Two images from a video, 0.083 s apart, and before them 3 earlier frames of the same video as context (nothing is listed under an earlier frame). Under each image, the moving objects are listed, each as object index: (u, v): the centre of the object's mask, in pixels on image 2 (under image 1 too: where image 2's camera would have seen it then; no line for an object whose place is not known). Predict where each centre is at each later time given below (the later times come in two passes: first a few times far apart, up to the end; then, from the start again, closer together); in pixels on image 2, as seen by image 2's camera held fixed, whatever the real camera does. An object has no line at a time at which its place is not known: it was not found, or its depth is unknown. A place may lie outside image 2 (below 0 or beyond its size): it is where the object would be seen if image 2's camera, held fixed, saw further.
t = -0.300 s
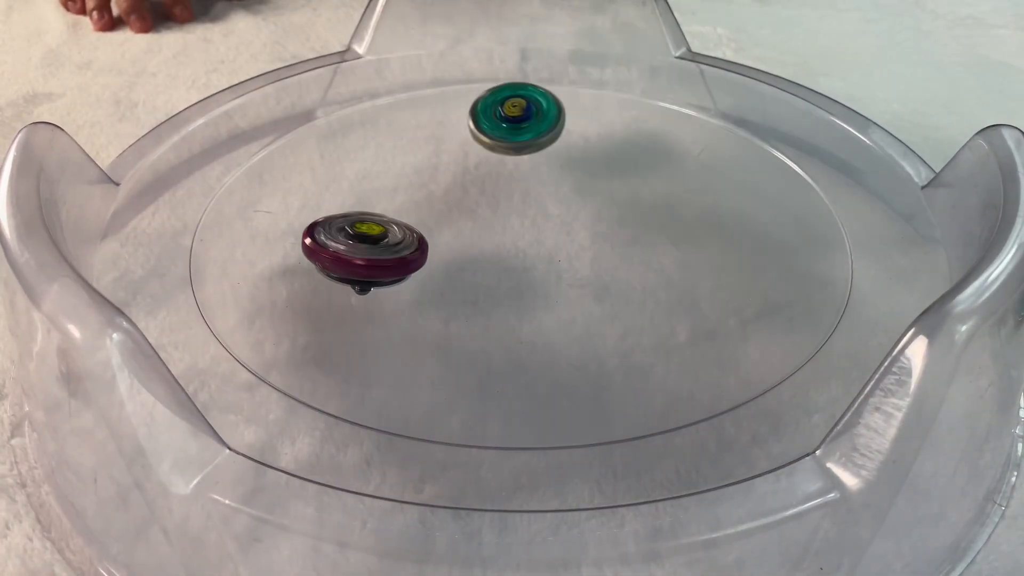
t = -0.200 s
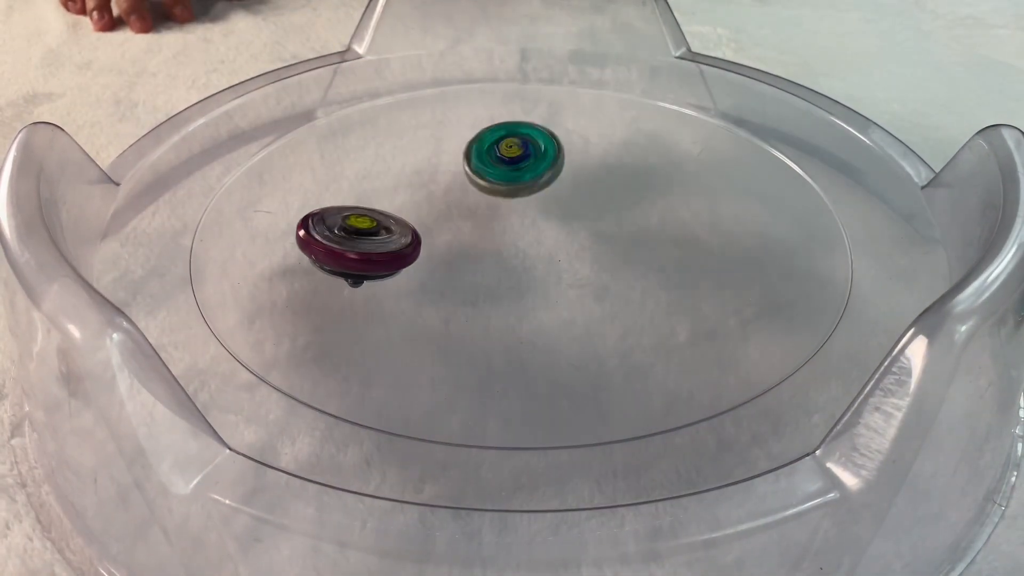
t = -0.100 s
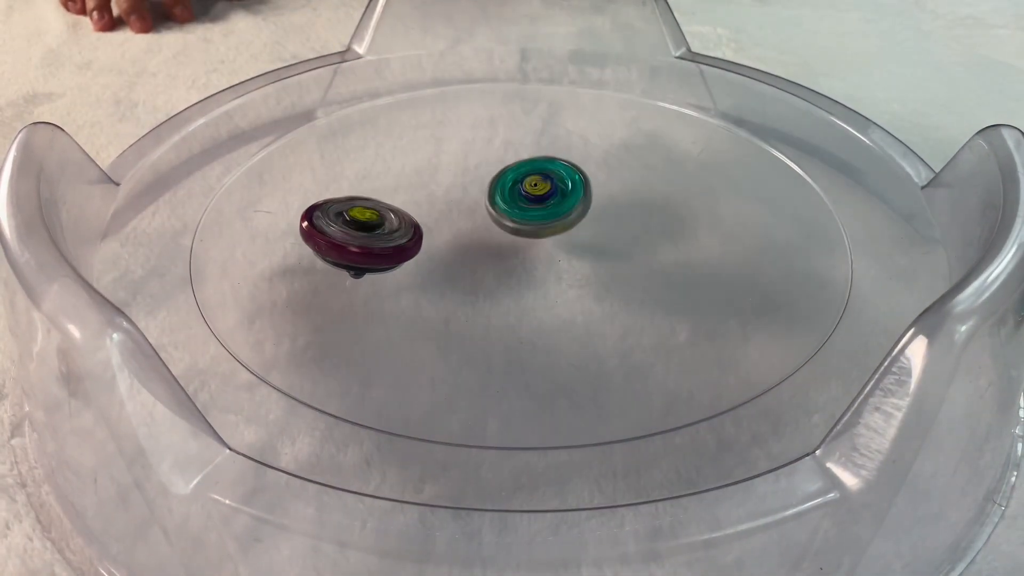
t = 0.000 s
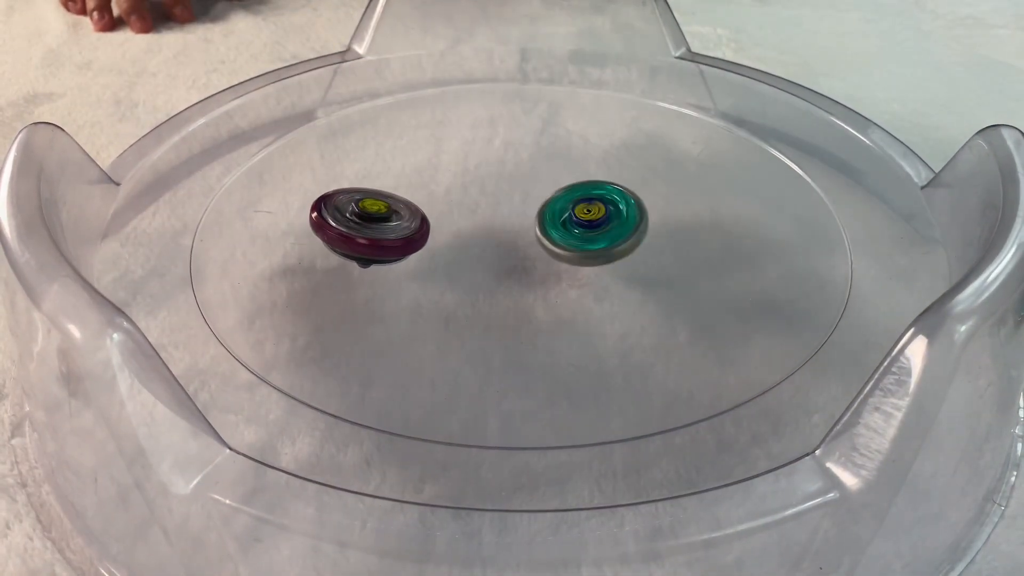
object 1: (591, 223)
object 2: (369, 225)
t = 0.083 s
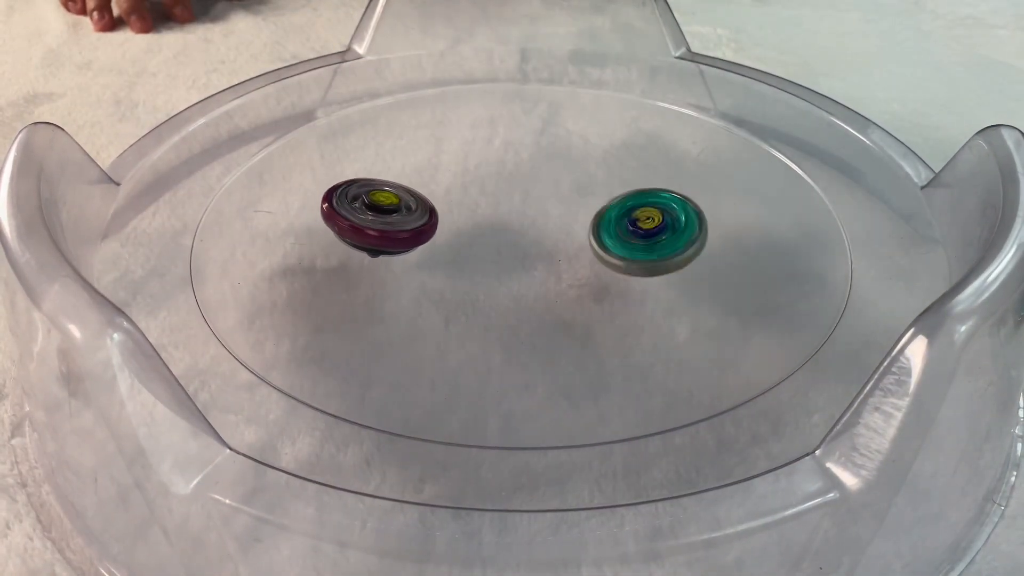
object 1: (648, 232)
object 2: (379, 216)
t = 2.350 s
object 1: (379, 234)
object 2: (645, 253)
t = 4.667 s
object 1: (653, 201)
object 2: (511, 157)
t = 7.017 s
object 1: (329, 193)
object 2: (603, 229)
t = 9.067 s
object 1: (747, 195)
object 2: (559, 298)
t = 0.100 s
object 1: (660, 233)
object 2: (381, 214)
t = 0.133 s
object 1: (683, 232)
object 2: (386, 210)
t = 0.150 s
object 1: (694, 231)
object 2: (388, 208)
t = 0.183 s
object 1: (715, 228)
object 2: (393, 204)
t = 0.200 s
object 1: (725, 225)
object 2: (396, 202)
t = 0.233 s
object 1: (742, 220)
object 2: (400, 198)
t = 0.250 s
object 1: (750, 217)
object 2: (403, 196)
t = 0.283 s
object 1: (763, 209)
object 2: (407, 191)
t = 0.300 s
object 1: (767, 206)
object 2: (409, 189)
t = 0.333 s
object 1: (775, 200)
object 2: (413, 185)
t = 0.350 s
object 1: (777, 198)
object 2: (414, 183)
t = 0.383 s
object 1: (781, 193)
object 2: (418, 178)
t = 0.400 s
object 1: (782, 191)
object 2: (419, 176)
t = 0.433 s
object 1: (783, 188)
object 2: (422, 172)
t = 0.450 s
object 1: (782, 186)
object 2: (424, 170)
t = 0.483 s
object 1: (780, 184)
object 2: (428, 166)
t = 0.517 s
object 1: (776, 183)
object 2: (431, 162)
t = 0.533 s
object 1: (773, 183)
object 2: (433, 161)
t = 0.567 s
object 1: (766, 183)
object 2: (437, 158)
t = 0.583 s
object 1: (762, 183)
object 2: (439, 156)
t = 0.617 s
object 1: (753, 184)
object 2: (443, 154)
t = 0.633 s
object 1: (748, 184)
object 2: (445, 153)
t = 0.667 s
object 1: (736, 186)
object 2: (449, 150)
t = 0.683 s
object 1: (730, 187)
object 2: (451, 149)
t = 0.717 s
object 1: (716, 189)
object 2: (455, 148)
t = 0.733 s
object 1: (709, 190)
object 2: (457, 147)
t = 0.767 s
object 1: (694, 194)
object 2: (462, 146)
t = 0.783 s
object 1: (686, 196)
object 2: (464, 145)
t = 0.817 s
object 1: (670, 202)
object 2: (469, 144)
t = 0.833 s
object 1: (662, 204)
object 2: (472, 144)
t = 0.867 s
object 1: (646, 210)
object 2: (477, 144)
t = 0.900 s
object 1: (631, 217)
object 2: (483, 145)
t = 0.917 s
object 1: (624, 221)
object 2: (486, 145)
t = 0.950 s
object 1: (610, 228)
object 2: (492, 145)
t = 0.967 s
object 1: (604, 232)
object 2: (495, 146)
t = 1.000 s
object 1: (591, 241)
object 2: (502, 146)
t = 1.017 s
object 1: (586, 245)
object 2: (506, 146)
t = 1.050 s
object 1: (575, 253)
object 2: (513, 147)
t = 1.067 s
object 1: (570, 257)
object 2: (517, 148)
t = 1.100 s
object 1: (561, 265)
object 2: (524, 149)
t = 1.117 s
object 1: (557, 269)
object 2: (528, 149)
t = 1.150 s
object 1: (551, 278)
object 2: (536, 150)
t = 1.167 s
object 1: (548, 281)
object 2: (539, 151)
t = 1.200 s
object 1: (544, 289)
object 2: (547, 152)
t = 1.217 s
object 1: (542, 292)
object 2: (551, 152)
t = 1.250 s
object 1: (540, 299)
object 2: (559, 153)
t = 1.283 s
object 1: (539, 305)
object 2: (567, 155)
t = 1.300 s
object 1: (539, 308)
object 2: (570, 155)
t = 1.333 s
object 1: (540, 313)
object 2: (578, 156)
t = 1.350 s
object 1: (541, 315)
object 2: (581, 157)
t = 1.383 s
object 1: (543, 319)
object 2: (588, 158)
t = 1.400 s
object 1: (544, 320)
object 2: (592, 159)
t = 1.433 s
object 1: (547, 323)
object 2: (598, 161)
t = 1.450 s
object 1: (548, 324)
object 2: (602, 161)
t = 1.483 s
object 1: (551, 324)
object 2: (608, 163)
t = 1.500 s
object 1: (552, 324)
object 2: (611, 164)
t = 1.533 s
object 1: (554, 324)
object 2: (617, 166)
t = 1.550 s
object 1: (555, 323)
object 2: (620, 167)
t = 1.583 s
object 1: (556, 321)
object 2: (625, 169)
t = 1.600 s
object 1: (557, 320)
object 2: (628, 170)
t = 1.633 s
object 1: (557, 317)
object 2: (632, 173)
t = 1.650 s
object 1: (556, 315)
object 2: (635, 174)
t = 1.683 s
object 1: (554, 312)
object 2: (639, 177)
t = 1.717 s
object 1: (551, 307)
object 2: (642, 180)
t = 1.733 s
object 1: (549, 305)
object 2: (644, 181)
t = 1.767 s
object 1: (544, 300)
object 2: (647, 184)
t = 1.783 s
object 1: (541, 298)
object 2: (648, 186)
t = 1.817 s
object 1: (534, 293)
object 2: (651, 189)
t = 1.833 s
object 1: (531, 291)
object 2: (652, 190)
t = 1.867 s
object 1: (523, 286)
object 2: (653, 194)
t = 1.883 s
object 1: (518, 283)
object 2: (654, 196)
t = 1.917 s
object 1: (508, 279)
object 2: (656, 200)
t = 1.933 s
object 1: (503, 277)
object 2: (656, 202)
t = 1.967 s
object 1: (494, 272)
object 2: (657, 205)
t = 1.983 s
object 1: (489, 270)
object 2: (658, 207)
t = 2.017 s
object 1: (478, 266)
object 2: (658, 211)
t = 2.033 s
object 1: (473, 264)
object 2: (658, 213)
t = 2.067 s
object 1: (462, 259)
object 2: (658, 217)
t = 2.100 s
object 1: (451, 255)
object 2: (657, 221)
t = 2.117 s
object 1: (446, 254)
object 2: (657, 224)
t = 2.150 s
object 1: (435, 250)
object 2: (655, 228)
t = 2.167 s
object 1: (430, 248)
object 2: (654, 230)
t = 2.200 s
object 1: (419, 245)
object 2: (653, 235)
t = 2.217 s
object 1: (414, 243)
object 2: (652, 237)
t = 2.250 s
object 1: (404, 240)
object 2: (651, 241)
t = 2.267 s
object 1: (400, 239)
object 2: (650, 243)
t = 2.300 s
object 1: (391, 237)
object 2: (648, 247)
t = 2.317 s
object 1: (386, 236)
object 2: (647, 249)
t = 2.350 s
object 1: (379, 234)
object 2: (645, 253)
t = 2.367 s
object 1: (375, 233)
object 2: (644, 255)
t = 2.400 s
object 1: (370, 231)
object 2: (641, 259)
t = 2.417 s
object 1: (367, 230)
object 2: (639, 261)
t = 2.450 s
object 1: (363, 229)
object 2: (636, 264)
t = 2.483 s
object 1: (360, 228)
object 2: (632, 267)
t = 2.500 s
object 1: (359, 227)
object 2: (630, 268)
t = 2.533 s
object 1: (358, 226)
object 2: (625, 271)
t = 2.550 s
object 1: (358, 225)
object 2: (623, 273)
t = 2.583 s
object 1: (359, 225)
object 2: (617, 275)
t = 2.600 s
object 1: (360, 224)
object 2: (615, 277)
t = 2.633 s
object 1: (363, 223)
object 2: (609, 279)
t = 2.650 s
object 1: (365, 223)
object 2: (606, 279)
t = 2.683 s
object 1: (369, 222)
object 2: (600, 281)
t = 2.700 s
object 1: (371, 221)
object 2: (596, 282)
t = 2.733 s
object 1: (377, 220)
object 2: (590, 284)
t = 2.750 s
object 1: (380, 219)
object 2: (587, 284)
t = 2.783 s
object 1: (385, 217)
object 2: (580, 285)
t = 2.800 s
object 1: (389, 216)
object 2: (576, 285)
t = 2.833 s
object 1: (395, 214)
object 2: (568, 286)
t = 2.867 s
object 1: (402, 212)
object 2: (561, 286)
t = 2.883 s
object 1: (406, 210)
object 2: (556, 286)
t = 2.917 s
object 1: (412, 207)
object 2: (548, 286)
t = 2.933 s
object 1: (416, 205)
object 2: (544, 286)
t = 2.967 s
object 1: (422, 202)
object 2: (536, 285)
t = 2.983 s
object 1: (425, 200)
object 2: (532, 285)
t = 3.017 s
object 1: (431, 197)
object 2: (524, 285)
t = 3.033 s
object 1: (434, 195)
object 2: (519, 284)
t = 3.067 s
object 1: (440, 191)
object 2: (511, 283)
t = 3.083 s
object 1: (442, 189)
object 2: (507, 282)
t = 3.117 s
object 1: (447, 184)
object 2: (498, 281)
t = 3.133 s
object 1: (450, 182)
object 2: (494, 281)
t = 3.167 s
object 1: (454, 178)
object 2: (485, 279)
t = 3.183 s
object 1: (457, 176)
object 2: (481, 278)
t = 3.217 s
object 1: (461, 172)
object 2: (473, 276)
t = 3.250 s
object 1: (465, 168)
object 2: (465, 274)
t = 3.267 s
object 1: (467, 167)
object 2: (462, 273)
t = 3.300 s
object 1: (471, 163)
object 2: (455, 270)
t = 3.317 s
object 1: (473, 162)
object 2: (451, 268)
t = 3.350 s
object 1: (476, 158)
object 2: (444, 266)
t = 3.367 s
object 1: (478, 157)
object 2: (441, 265)
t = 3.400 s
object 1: (481, 155)
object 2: (435, 262)
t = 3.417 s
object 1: (483, 153)
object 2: (432, 261)
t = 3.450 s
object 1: (487, 151)
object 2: (427, 258)
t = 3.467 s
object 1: (489, 151)
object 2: (424, 256)
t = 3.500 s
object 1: (492, 149)
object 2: (420, 254)
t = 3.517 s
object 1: (494, 149)
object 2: (418, 252)
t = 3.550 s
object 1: (498, 148)
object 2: (414, 249)
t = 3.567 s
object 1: (500, 147)
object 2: (412, 247)
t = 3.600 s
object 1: (504, 147)
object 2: (408, 244)
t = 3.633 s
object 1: (508, 147)
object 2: (405, 241)
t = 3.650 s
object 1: (510, 147)
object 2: (404, 240)
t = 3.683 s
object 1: (514, 147)
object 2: (402, 237)
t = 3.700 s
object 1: (516, 148)
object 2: (401, 236)
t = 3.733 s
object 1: (521, 148)
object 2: (400, 233)
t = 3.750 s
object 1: (523, 149)
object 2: (400, 231)
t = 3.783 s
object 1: (528, 150)
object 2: (400, 229)
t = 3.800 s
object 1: (531, 150)
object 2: (400, 227)
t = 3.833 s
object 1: (536, 151)
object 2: (401, 225)
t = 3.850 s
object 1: (538, 152)
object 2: (402, 223)
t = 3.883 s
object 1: (543, 154)
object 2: (404, 221)
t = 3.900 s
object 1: (546, 154)
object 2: (405, 220)
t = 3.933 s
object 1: (551, 156)
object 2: (409, 217)
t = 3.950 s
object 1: (554, 157)
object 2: (410, 215)
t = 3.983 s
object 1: (559, 159)
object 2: (414, 213)
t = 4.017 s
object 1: (565, 161)
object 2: (418, 210)
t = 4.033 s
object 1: (568, 162)
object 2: (420, 208)
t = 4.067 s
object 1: (574, 163)
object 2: (424, 205)
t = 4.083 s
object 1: (576, 164)
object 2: (426, 204)
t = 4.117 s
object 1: (582, 166)
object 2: (431, 201)
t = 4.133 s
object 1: (585, 167)
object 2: (433, 199)
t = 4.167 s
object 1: (591, 168)
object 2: (438, 196)
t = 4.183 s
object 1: (594, 169)
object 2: (441, 194)
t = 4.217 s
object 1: (600, 171)
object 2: (446, 191)
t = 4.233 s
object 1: (602, 172)
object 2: (449, 189)
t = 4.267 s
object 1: (608, 174)
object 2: (454, 186)
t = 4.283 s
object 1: (610, 175)
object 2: (457, 184)
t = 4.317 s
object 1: (616, 177)
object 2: (462, 181)
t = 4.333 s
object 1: (618, 178)
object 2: (464, 180)
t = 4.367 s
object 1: (623, 180)
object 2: (469, 177)
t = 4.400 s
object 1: (628, 182)
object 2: (474, 174)
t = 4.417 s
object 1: (630, 183)
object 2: (477, 172)
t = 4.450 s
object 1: (634, 185)
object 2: (482, 170)
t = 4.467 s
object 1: (636, 186)
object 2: (484, 168)
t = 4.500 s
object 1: (640, 189)
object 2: (489, 166)
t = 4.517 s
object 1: (641, 190)
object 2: (491, 165)
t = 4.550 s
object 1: (645, 192)
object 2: (496, 163)
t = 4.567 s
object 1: (646, 193)
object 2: (498, 162)
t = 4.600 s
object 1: (649, 196)
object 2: (503, 160)
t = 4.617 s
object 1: (650, 197)
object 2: (505, 159)
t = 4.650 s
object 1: (652, 200)
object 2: (509, 158)
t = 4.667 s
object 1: (653, 201)
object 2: (511, 157)
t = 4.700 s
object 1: (653, 204)
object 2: (516, 156)
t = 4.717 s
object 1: (654, 206)
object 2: (518, 156)
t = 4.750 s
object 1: (654, 209)
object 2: (522, 156)
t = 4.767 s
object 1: (654, 210)
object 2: (524, 156)
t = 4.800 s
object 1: (655, 213)
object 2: (528, 156)
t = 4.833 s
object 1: (655, 216)
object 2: (532, 157)
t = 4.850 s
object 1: (654, 218)
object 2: (534, 157)
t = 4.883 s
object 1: (653, 222)
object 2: (538, 158)
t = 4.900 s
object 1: (652, 224)
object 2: (540, 159)
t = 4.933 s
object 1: (651, 227)
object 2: (545, 160)
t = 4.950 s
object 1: (649, 229)
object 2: (547, 161)
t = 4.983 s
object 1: (647, 232)
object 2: (551, 163)
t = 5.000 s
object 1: (645, 234)
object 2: (553, 164)
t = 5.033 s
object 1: (642, 238)
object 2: (558, 166)
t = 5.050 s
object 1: (641, 240)
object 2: (561, 167)
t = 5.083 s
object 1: (638, 243)
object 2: (566, 170)
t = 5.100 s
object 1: (636, 245)
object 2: (568, 171)
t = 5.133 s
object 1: (633, 249)
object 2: (573, 174)
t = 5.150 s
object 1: (631, 251)
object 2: (576, 175)
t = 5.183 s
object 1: (628, 254)
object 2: (581, 178)
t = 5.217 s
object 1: (625, 258)
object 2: (586, 181)
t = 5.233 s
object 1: (624, 260)
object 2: (589, 183)
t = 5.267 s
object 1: (621, 263)
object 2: (594, 186)
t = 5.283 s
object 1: (619, 265)
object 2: (597, 187)
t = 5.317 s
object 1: (616, 268)
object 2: (602, 190)
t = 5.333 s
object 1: (614, 269)
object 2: (605, 191)
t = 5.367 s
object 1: (610, 272)
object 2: (610, 194)
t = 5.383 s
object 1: (608, 273)
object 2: (612, 195)
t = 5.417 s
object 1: (604, 276)
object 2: (617, 198)
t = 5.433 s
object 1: (601, 277)
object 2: (620, 199)
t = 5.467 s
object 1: (597, 279)
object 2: (624, 202)
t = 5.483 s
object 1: (594, 280)
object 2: (626, 203)
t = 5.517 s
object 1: (589, 281)
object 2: (630, 206)
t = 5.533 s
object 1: (586, 282)
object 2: (632, 207)
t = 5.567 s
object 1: (581, 283)
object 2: (635, 210)
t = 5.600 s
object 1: (575, 284)
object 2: (638, 213)
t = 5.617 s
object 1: (572, 284)
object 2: (639, 214)
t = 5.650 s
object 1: (566, 284)
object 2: (641, 217)
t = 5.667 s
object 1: (563, 285)
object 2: (642, 218)
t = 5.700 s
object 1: (557, 285)
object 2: (643, 221)
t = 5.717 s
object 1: (553, 285)
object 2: (643, 222)
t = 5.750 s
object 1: (547, 285)
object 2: (643, 225)
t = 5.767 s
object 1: (543, 285)
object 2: (643, 226)
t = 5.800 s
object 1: (536, 284)
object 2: (642, 229)
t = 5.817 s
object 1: (533, 284)
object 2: (641, 230)
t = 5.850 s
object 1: (526, 284)
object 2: (639, 233)
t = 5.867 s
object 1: (523, 284)
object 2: (637, 234)
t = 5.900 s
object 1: (516, 283)
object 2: (635, 236)
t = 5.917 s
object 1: (512, 282)
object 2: (633, 238)
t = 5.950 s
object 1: (505, 281)
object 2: (630, 240)
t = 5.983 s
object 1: (498, 280)
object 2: (626, 243)
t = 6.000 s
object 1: (495, 279)
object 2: (624, 244)
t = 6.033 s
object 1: (488, 278)
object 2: (619, 246)
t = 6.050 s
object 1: (484, 277)
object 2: (617, 248)
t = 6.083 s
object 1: (477, 275)
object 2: (611, 250)
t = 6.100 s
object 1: (474, 274)
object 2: (608, 251)
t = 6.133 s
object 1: (467, 272)
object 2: (602, 253)
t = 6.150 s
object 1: (464, 271)
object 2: (598, 255)
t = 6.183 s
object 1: (457, 269)
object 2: (592, 257)
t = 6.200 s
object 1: (454, 268)
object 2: (588, 258)
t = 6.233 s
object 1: (447, 266)
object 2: (581, 260)
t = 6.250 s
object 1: (444, 265)
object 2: (577, 262)
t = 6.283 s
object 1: (439, 263)
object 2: (570, 264)
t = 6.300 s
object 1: (436, 262)
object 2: (566, 264)
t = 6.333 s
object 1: (431, 259)
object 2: (559, 266)
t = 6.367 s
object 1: (427, 257)
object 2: (551, 268)
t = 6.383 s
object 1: (425, 256)
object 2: (548, 269)
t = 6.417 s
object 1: (391, 246)
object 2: (572, 271)
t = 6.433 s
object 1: (376, 241)
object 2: (584, 273)
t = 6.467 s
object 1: (352, 232)
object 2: (601, 272)
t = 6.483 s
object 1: (343, 228)
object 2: (606, 272)
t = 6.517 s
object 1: (330, 223)
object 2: (611, 270)
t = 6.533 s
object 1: (324, 221)
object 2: (612, 269)
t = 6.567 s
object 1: (316, 219)
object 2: (612, 266)
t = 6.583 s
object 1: (313, 218)
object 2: (612, 265)
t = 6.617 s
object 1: (310, 218)
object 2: (610, 261)
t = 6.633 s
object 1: (309, 218)
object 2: (608, 259)
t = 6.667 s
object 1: (309, 219)
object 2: (604, 256)
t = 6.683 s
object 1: (310, 219)
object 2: (601, 253)
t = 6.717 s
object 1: (314, 220)
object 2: (595, 250)
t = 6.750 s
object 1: (321, 222)
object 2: (587, 246)
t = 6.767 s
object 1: (325, 222)
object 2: (583, 244)
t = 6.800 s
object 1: (336, 223)
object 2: (574, 241)
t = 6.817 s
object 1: (341, 224)
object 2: (569, 239)
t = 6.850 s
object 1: (354, 224)
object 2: (559, 237)
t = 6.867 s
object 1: (361, 224)
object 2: (554, 235)
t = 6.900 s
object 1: (374, 224)
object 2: (544, 233)
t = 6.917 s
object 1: (381, 223)
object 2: (538, 232)
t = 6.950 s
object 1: (395, 222)
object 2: (528, 230)
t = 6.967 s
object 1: (402, 220)
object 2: (522, 228)
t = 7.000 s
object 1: (357, 202)
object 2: (573, 230)
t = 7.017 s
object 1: (329, 193)
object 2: (603, 229)
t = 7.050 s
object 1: (284, 173)
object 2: (659, 226)
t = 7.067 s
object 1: (265, 165)
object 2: (683, 223)
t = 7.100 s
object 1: (236, 150)
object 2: (722, 216)
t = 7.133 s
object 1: (234, 149)
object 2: (749, 209)
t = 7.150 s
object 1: (236, 157)
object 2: (757, 206)
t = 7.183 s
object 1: (246, 167)
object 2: (765, 198)
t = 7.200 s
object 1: (252, 170)
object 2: (765, 194)
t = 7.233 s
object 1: (268, 178)
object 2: (762, 186)
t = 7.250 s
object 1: (277, 182)
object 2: (759, 181)
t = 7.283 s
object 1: (297, 191)
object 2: (751, 174)
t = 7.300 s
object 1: (309, 194)
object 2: (747, 170)
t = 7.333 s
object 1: (334, 202)
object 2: (736, 163)
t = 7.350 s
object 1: (348, 205)
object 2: (731, 159)
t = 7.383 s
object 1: (375, 210)
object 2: (718, 154)
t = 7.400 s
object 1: (389, 212)
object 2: (711, 151)
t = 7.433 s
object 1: (418, 214)
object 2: (697, 147)
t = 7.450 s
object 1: (431, 214)
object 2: (689, 145)
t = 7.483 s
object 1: (458, 212)
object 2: (674, 142)
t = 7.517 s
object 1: (484, 208)
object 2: (658, 140)
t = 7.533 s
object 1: (495, 204)
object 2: (650, 139)
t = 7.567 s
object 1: (516, 193)
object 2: (634, 139)
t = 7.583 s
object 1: (525, 186)
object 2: (626, 139)
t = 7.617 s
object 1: (531, 169)
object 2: (621, 129)
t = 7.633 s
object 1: (526, 159)
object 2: (629, 121)
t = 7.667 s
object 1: (520, 146)
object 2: (645, 119)
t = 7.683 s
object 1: (518, 140)
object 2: (651, 122)
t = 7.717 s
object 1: (517, 124)
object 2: (660, 117)
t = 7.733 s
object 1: (516, 118)
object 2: (662, 117)
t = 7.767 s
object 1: (514, 106)
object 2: (661, 116)
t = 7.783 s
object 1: (514, 101)
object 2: (659, 116)
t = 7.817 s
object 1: (511, 93)
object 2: (653, 116)
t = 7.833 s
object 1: (510, 90)
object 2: (649, 116)
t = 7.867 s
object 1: (508, 84)
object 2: (639, 118)
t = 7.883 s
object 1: (507, 82)
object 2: (634, 120)
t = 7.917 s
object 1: (506, 78)
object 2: (623, 123)
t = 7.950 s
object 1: (506, 76)
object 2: (612, 127)
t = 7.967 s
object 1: (506, 76)
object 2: (607, 129)
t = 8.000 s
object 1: (507, 76)
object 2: (596, 135)
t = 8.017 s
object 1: (507, 77)
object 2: (591, 138)
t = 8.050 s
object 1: (509, 79)
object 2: (581, 145)
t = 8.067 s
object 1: (510, 81)
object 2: (577, 149)
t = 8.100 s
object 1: (513, 85)
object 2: (568, 157)
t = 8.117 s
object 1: (514, 88)
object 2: (564, 161)
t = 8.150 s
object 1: (518, 94)
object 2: (558, 170)
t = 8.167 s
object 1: (520, 97)
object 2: (555, 175)
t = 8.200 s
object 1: (524, 106)
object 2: (550, 184)
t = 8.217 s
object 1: (526, 110)
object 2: (547, 188)
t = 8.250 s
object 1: (530, 120)
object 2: (543, 196)
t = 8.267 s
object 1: (533, 125)
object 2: (542, 201)
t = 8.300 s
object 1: (538, 135)
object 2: (539, 209)
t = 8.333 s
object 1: (545, 145)
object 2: (536, 218)
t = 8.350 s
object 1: (549, 149)
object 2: (536, 222)
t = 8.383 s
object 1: (558, 159)
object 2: (534, 231)
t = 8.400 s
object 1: (562, 163)
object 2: (534, 235)
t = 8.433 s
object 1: (574, 172)
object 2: (533, 243)
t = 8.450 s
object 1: (579, 176)
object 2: (532, 247)
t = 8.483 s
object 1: (592, 184)
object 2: (532, 254)
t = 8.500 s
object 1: (599, 189)
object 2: (533, 258)
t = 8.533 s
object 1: (616, 195)
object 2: (533, 264)
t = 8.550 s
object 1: (625, 197)
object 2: (534, 268)
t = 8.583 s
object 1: (645, 200)
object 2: (535, 274)
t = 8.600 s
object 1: (656, 200)
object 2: (536, 277)
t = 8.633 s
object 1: (677, 201)
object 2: (538, 283)
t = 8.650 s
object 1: (687, 200)
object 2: (539, 286)
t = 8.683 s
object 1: (705, 199)
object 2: (541, 291)
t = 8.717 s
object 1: (721, 196)
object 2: (543, 295)
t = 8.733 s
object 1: (728, 195)
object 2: (544, 297)
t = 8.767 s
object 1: (740, 192)
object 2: (547, 301)
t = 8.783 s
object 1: (745, 191)
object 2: (548, 302)
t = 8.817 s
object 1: (752, 189)
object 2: (551, 304)
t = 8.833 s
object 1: (755, 188)
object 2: (552, 305)
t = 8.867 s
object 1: (760, 187)
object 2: (554, 306)
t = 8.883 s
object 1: (761, 186)
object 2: (555, 306)
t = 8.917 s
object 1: (763, 186)
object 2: (557, 305)
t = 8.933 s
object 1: (763, 186)
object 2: (558, 305)
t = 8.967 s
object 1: (761, 188)
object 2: (559, 304)
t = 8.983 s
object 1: (760, 189)
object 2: (559, 303)
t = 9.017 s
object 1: (756, 190)
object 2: (560, 301)
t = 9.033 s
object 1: (754, 191)
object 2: (560, 300)
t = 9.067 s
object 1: (747, 195)
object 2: (559, 298)
